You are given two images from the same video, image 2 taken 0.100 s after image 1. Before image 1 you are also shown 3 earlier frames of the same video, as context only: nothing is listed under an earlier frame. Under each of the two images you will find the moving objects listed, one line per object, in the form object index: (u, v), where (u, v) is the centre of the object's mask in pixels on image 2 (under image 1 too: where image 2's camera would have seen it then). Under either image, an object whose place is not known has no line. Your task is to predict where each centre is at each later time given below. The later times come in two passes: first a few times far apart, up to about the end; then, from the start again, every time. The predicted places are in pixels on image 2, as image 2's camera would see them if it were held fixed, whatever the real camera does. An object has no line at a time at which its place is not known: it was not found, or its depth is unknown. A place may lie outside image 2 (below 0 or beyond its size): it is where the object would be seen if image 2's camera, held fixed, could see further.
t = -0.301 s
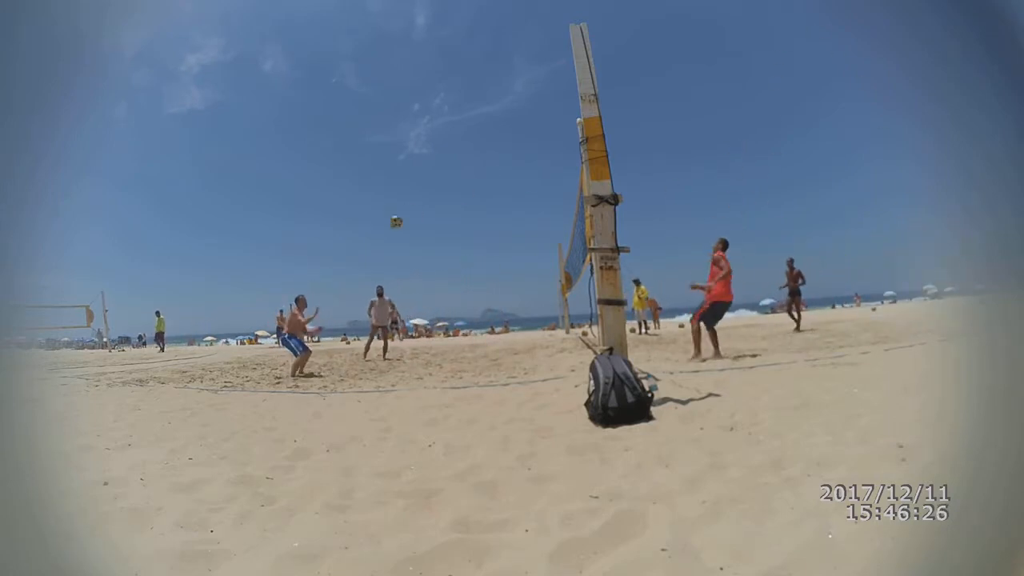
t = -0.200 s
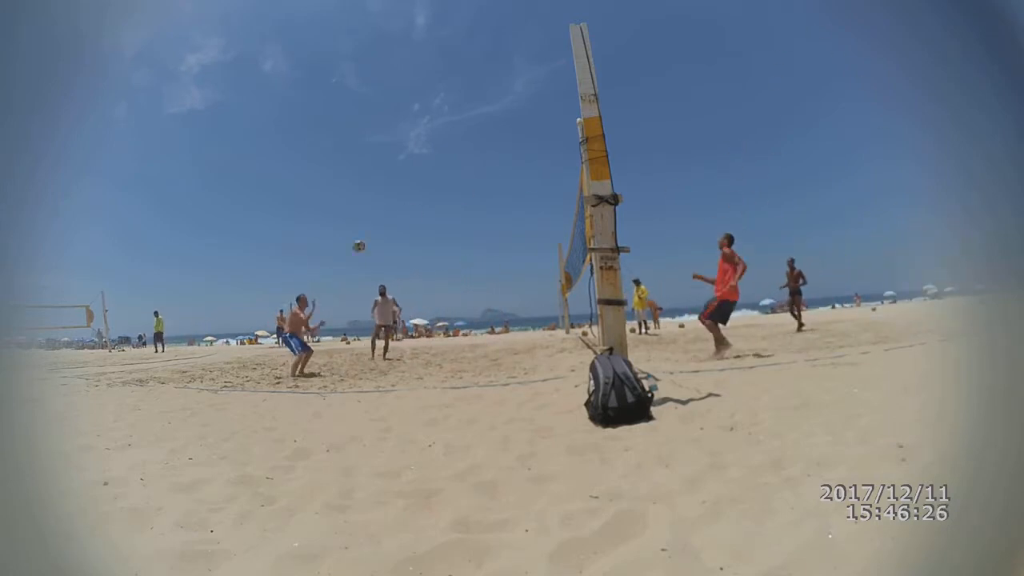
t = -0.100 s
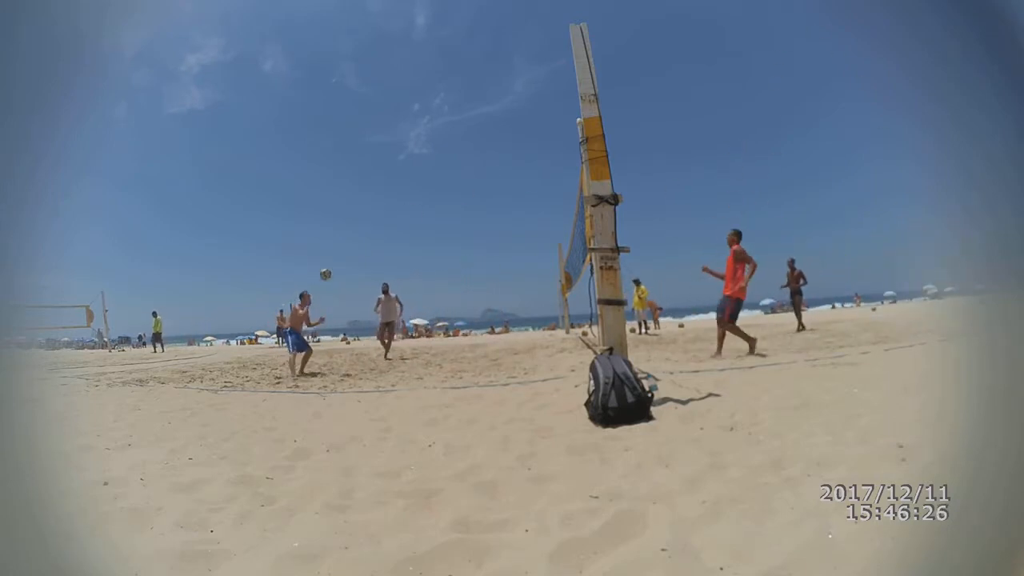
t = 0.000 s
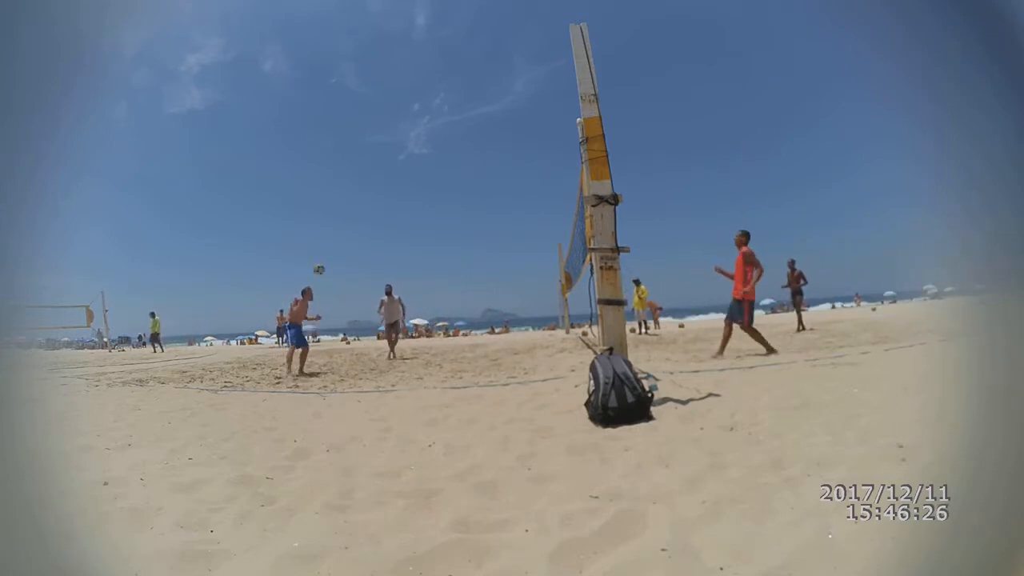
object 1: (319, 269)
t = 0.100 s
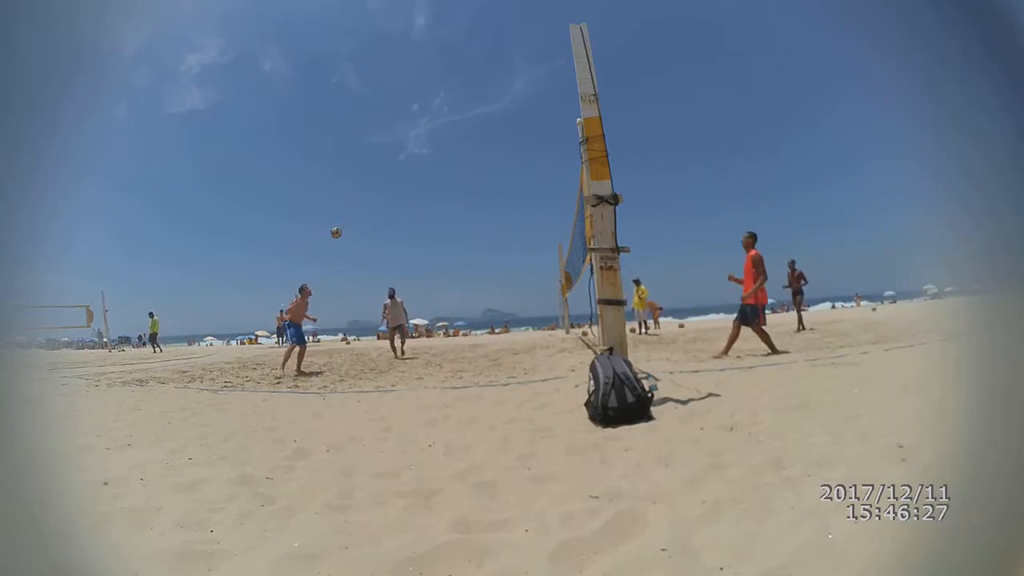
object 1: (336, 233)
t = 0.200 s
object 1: (353, 202)
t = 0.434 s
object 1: (394, 152)
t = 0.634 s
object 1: (428, 132)
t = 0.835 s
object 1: (463, 130)
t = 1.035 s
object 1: (499, 148)
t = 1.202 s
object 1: (531, 181)
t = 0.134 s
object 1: (341, 222)
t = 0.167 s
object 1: (347, 212)
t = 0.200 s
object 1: (353, 202)
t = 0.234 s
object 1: (359, 193)
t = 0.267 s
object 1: (364, 185)
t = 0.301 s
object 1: (370, 177)
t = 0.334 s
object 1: (376, 170)
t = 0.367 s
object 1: (382, 163)
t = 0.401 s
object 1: (388, 157)
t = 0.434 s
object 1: (394, 152)
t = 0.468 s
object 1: (399, 147)
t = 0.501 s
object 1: (405, 143)
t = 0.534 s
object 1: (410, 139)
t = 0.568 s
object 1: (416, 136)
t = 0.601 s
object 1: (422, 134)
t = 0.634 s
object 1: (428, 132)
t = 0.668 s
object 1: (434, 130)
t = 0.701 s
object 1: (440, 129)
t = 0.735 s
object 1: (445, 129)
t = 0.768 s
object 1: (452, 128)
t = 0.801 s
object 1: (457, 129)
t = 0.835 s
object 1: (463, 130)
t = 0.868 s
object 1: (469, 132)
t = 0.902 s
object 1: (475, 134)
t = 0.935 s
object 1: (481, 137)
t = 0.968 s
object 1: (487, 141)
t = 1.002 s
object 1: (493, 145)
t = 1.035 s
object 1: (499, 148)
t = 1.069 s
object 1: (506, 154)
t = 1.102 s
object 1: (512, 159)
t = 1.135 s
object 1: (518, 166)
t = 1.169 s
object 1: (524, 173)
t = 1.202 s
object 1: (531, 181)
